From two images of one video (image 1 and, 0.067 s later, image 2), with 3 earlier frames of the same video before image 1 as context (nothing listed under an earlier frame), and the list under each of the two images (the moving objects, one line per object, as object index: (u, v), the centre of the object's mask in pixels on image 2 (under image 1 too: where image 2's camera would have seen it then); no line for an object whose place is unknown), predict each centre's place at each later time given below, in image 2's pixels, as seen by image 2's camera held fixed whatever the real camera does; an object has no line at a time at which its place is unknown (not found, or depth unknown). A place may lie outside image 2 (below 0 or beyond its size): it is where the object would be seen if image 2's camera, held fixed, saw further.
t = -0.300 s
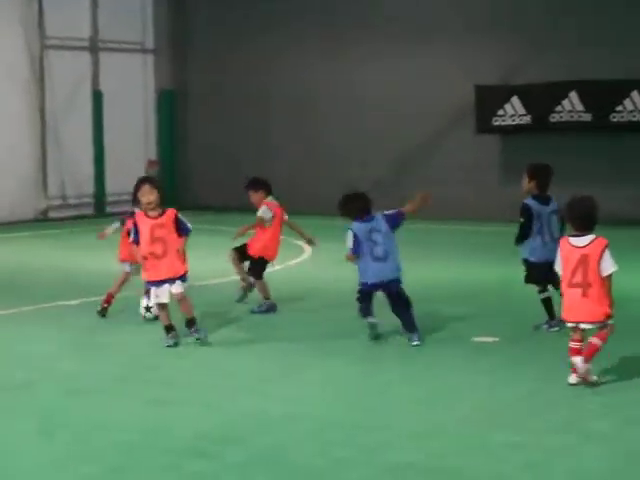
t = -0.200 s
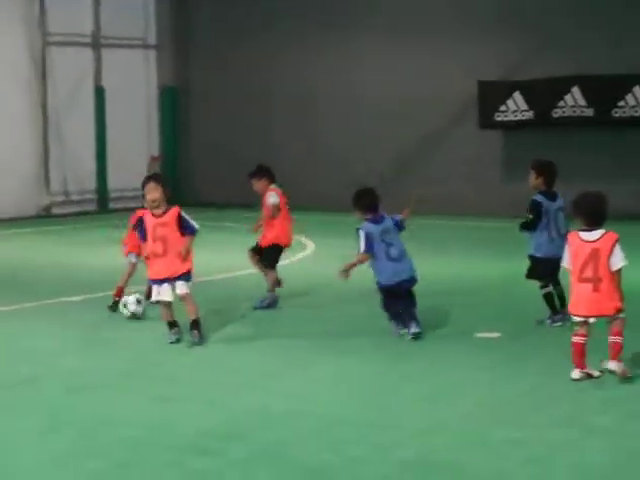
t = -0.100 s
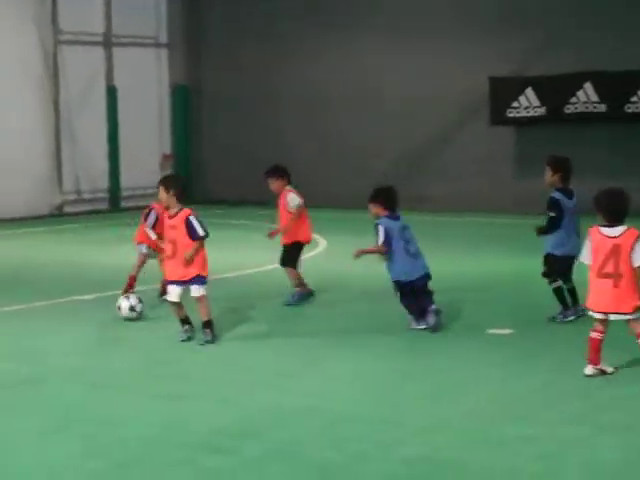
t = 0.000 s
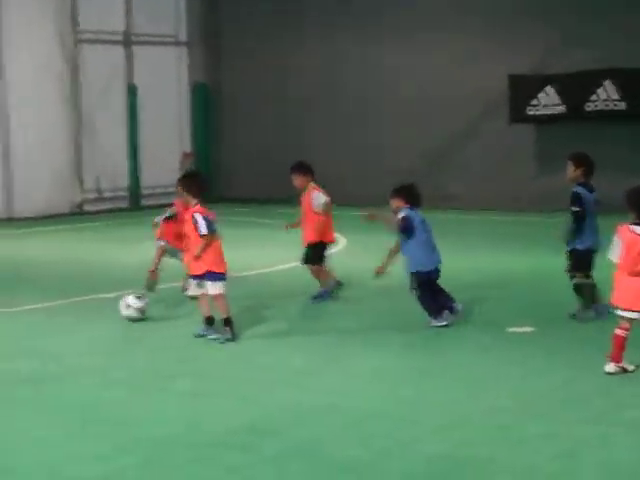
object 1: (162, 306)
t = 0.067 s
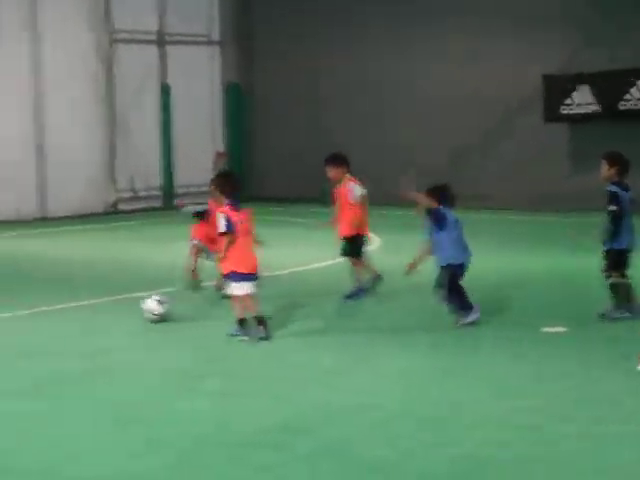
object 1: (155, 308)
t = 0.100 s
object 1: (148, 309)
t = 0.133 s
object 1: (140, 311)
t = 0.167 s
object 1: (136, 312)
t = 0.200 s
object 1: (134, 313)
